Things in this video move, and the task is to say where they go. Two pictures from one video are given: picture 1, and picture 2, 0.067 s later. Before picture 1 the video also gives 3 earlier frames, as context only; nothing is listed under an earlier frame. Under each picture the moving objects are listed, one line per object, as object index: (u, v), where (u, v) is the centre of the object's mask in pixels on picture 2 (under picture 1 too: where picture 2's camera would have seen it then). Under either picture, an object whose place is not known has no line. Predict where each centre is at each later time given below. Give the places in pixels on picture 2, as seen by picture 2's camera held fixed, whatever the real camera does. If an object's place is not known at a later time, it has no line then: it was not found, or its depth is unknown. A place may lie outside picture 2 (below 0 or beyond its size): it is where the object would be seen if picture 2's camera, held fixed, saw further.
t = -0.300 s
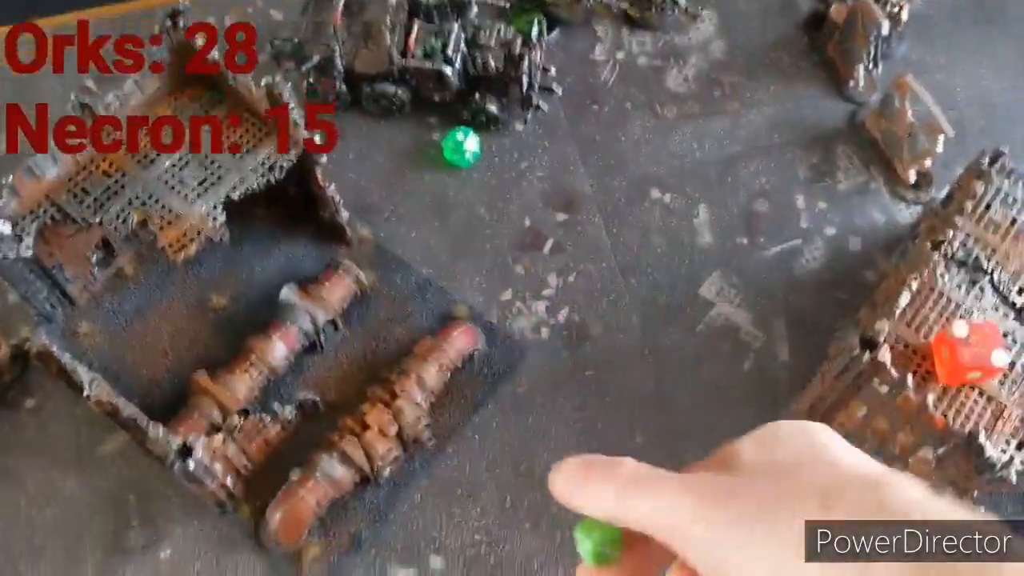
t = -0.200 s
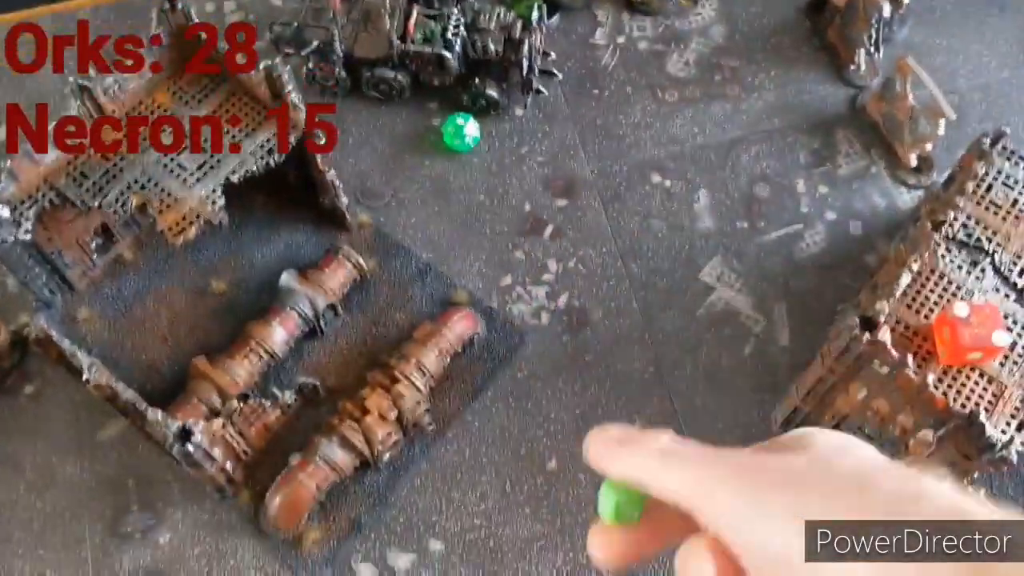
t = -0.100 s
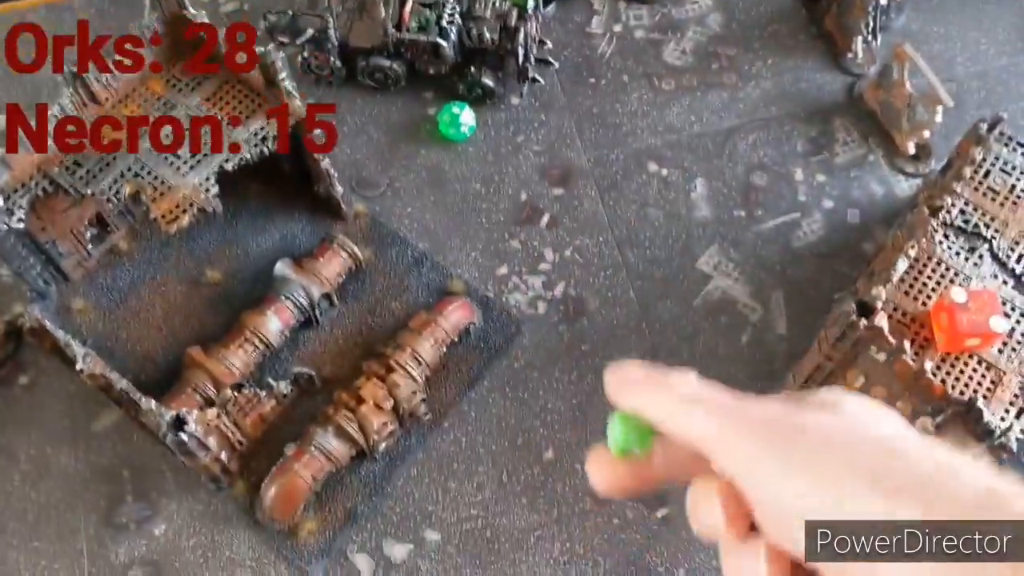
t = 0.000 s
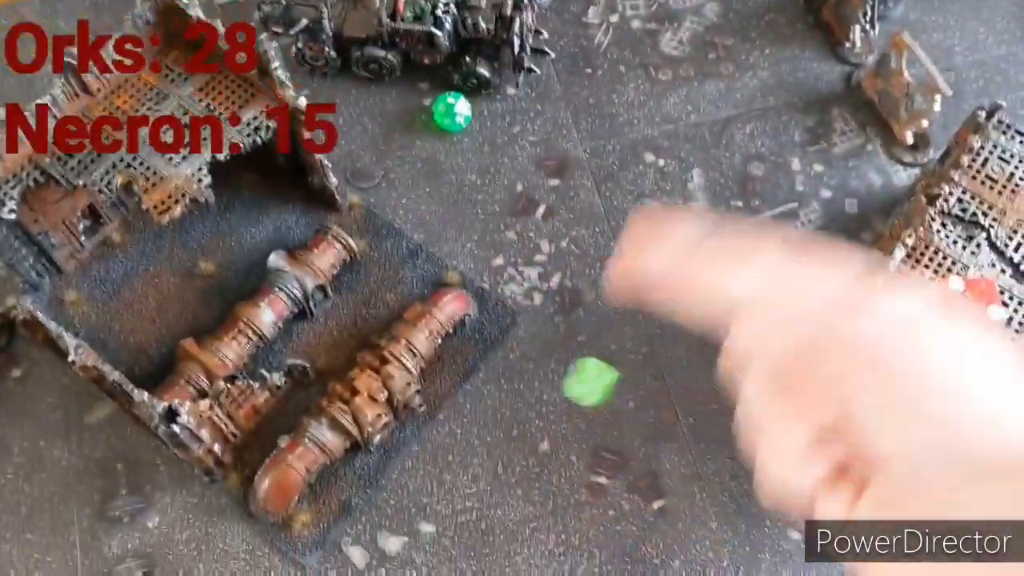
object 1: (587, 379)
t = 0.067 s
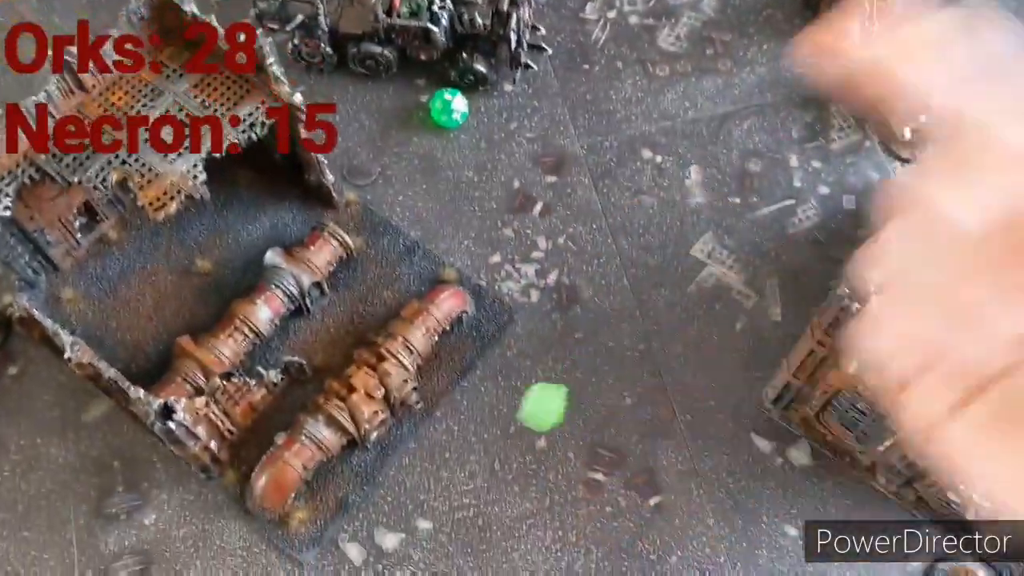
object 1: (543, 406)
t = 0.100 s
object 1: (525, 430)
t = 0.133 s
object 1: (509, 458)
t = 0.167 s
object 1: (501, 473)
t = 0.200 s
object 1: (502, 473)
